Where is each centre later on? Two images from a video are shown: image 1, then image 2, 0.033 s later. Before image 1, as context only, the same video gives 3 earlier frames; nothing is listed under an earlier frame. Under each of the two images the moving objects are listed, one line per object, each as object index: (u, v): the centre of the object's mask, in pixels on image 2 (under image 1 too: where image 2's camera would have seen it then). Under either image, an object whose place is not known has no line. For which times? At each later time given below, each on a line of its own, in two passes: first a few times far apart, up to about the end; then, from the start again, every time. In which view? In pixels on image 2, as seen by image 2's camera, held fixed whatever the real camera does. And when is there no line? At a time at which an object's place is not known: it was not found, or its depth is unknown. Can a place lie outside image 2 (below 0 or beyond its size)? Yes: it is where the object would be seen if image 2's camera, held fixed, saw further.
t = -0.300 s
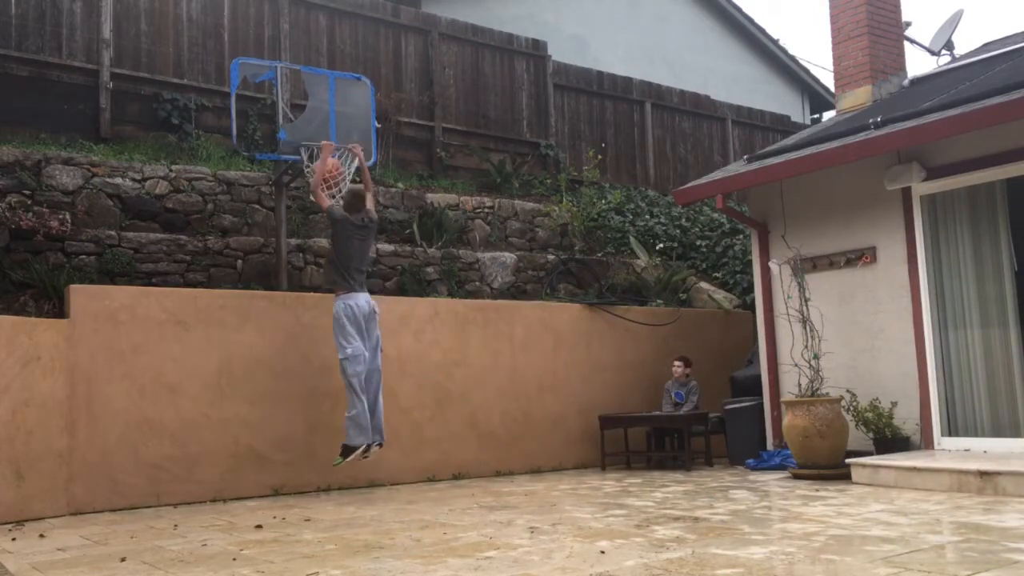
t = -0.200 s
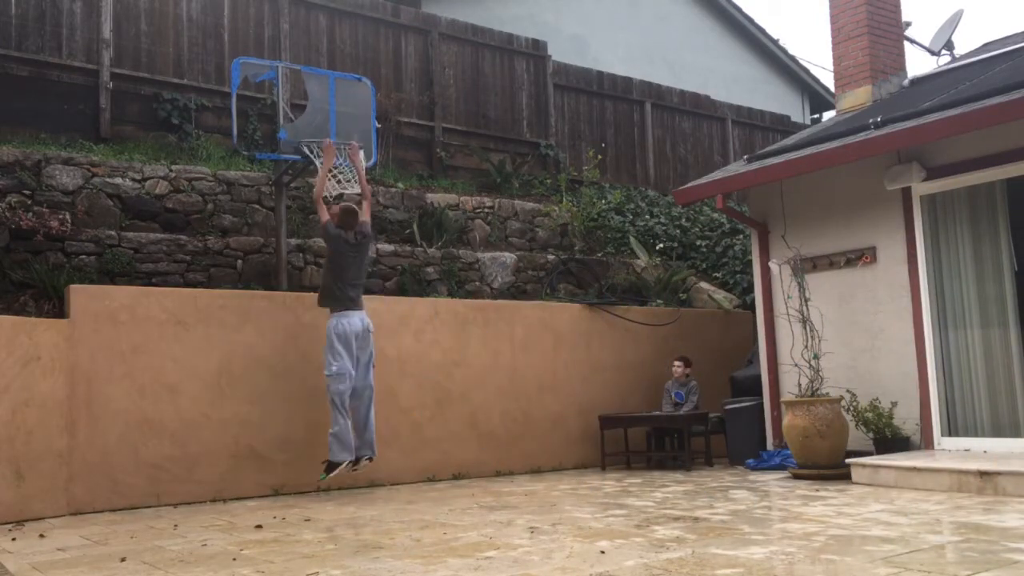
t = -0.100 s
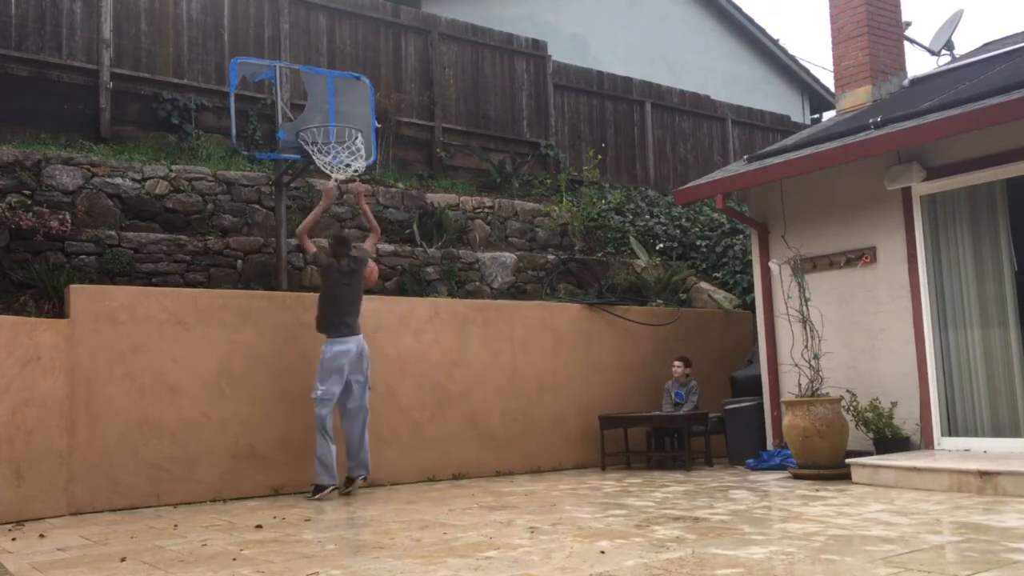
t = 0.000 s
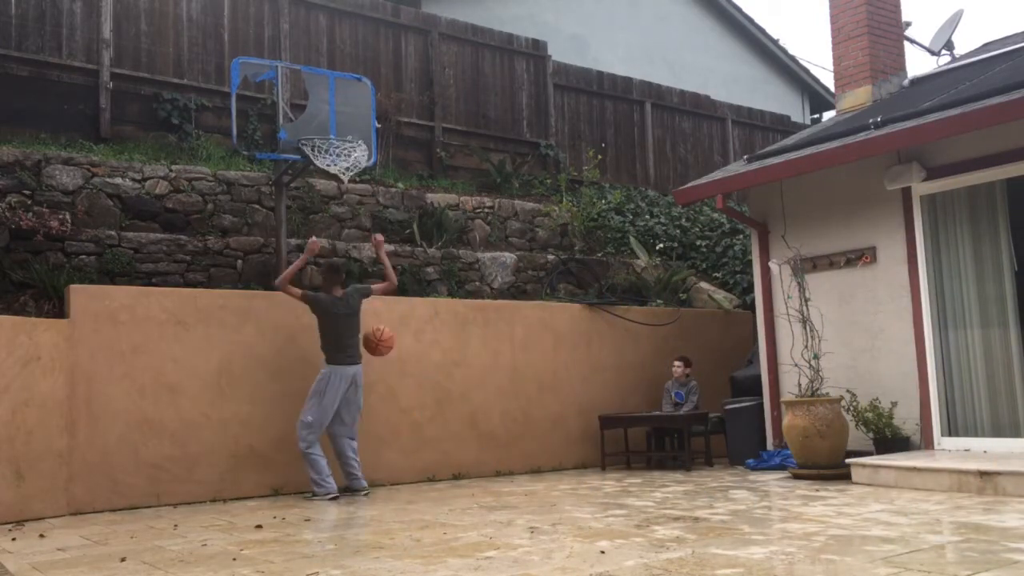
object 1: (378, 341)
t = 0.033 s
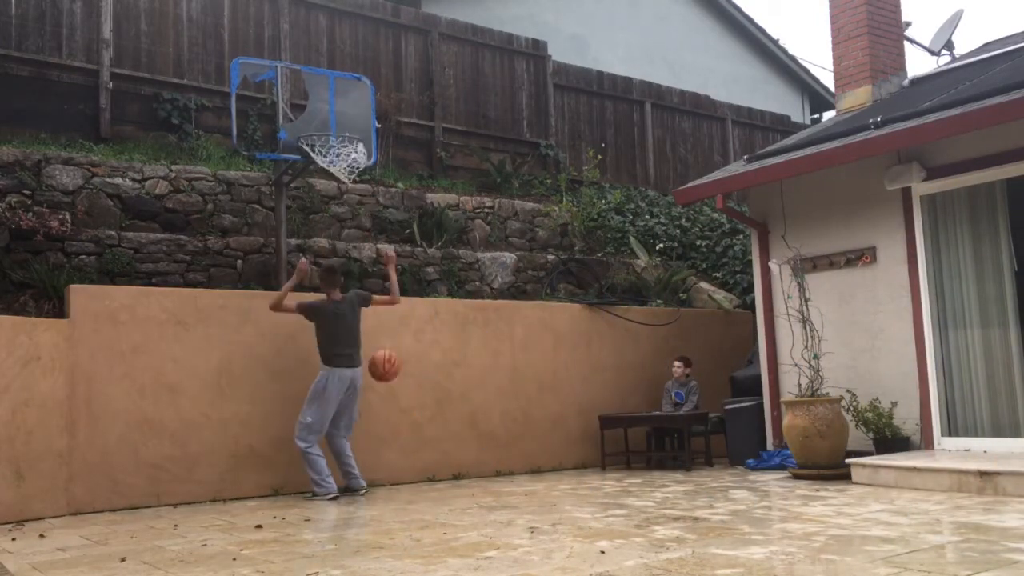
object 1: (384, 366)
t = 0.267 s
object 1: (418, 417)
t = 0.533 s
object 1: (452, 312)
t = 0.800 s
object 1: (490, 298)
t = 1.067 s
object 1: (533, 378)
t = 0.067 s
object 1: (390, 393)
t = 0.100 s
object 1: (395, 422)
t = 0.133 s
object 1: (401, 452)
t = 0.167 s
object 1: (406, 480)
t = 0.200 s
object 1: (410, 458)
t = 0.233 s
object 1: (414, 437)
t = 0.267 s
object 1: (418, 417)
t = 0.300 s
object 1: (422, 399)
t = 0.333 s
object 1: (426, 383)
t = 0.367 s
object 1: (430, 367)
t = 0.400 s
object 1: (435, 354)
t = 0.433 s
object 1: (439, 341)
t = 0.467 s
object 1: (443, 330)
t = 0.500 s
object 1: (447, 320)
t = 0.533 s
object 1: (452, 312)
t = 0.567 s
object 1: (457, 305)
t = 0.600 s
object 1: (461, 300)
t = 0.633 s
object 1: (466, 296)
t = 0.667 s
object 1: (470, 293)
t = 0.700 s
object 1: (475, 292)
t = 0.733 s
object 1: (480, 292)
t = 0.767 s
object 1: (485, 294)
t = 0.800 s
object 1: (490, 298)
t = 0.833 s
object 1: (495, 302)
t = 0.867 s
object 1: (500, 309)
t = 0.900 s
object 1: (505, 317)
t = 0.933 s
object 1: (511, 326)
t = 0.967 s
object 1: (516, 336)
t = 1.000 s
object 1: (521, 349)
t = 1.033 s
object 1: (527, 362)
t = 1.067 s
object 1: (533, 378)
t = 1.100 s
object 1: (538, 394)
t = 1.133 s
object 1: (543, 413)
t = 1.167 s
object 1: (549, 433)
